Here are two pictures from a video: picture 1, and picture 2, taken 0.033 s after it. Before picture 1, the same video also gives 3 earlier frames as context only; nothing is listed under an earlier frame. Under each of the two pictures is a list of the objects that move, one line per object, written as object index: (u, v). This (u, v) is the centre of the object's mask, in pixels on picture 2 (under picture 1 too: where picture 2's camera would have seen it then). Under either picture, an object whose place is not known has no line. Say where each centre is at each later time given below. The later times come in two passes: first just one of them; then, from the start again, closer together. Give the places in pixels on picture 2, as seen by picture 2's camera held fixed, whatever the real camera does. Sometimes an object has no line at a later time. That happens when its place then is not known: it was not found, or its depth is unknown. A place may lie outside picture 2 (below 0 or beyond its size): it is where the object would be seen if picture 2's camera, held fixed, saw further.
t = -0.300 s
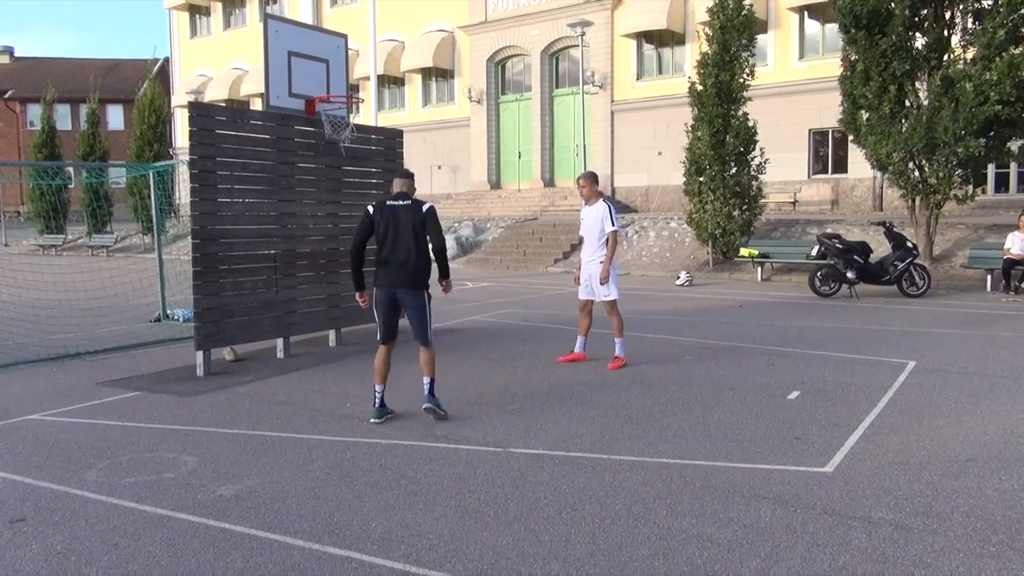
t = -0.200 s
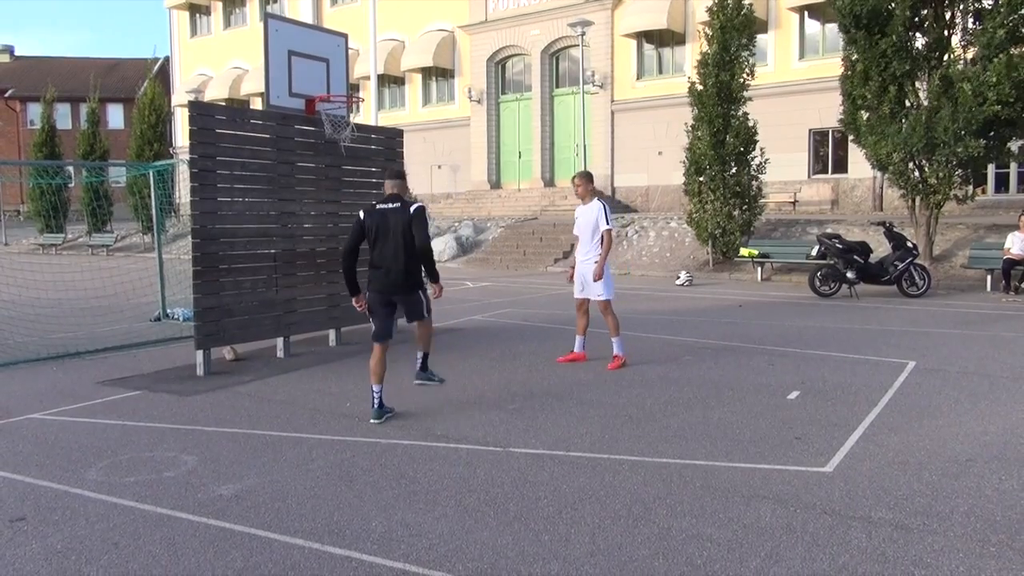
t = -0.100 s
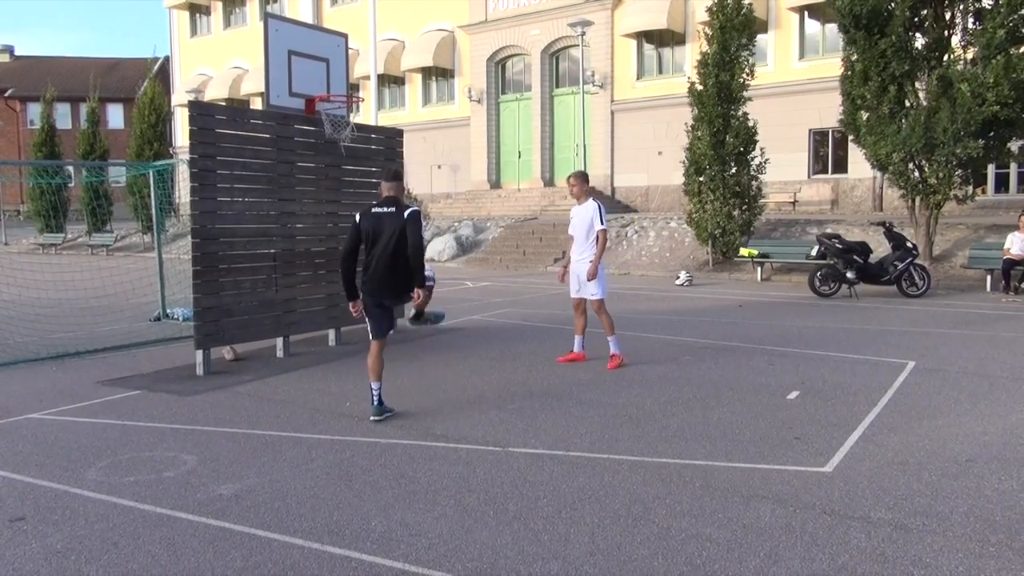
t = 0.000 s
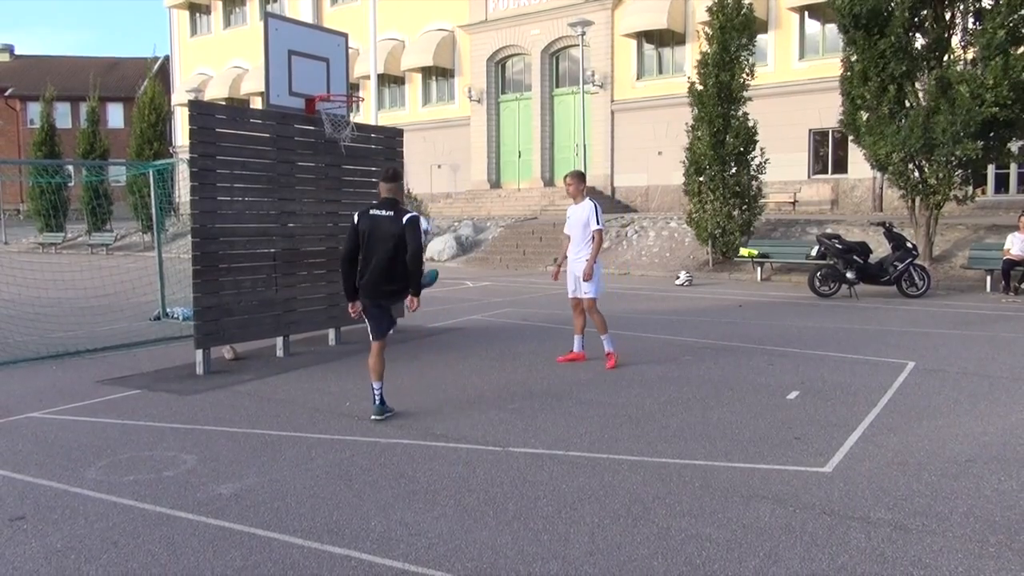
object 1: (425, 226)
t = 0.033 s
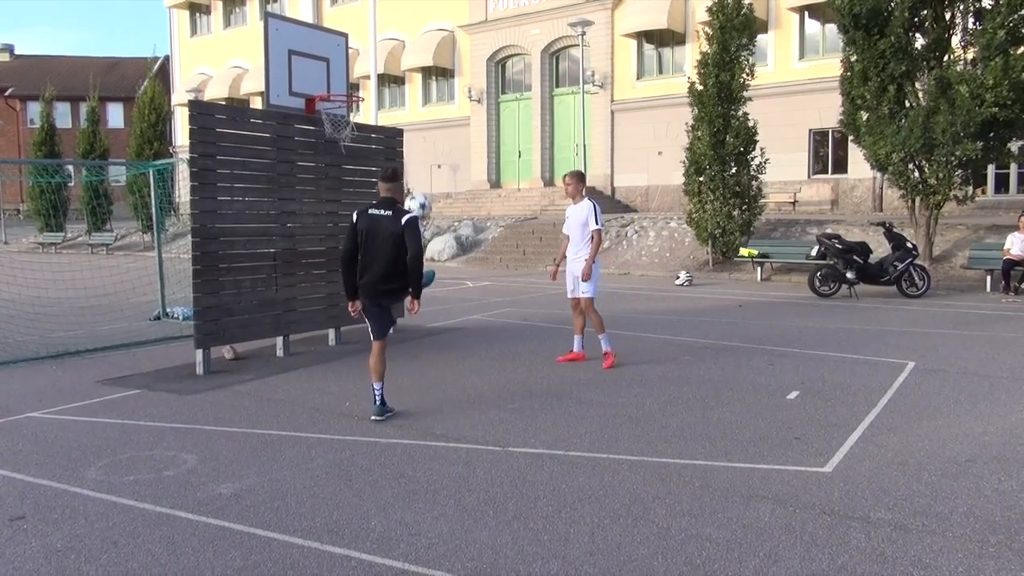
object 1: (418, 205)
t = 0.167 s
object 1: (411, 119)
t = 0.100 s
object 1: (414, 164)
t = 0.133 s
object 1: (413, 144)
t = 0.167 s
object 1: (411, 119)
